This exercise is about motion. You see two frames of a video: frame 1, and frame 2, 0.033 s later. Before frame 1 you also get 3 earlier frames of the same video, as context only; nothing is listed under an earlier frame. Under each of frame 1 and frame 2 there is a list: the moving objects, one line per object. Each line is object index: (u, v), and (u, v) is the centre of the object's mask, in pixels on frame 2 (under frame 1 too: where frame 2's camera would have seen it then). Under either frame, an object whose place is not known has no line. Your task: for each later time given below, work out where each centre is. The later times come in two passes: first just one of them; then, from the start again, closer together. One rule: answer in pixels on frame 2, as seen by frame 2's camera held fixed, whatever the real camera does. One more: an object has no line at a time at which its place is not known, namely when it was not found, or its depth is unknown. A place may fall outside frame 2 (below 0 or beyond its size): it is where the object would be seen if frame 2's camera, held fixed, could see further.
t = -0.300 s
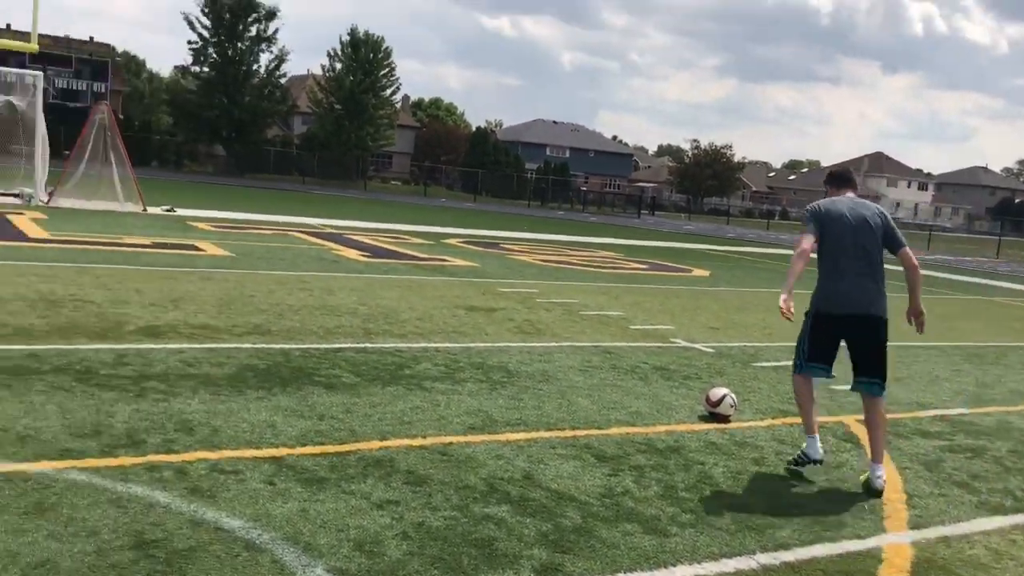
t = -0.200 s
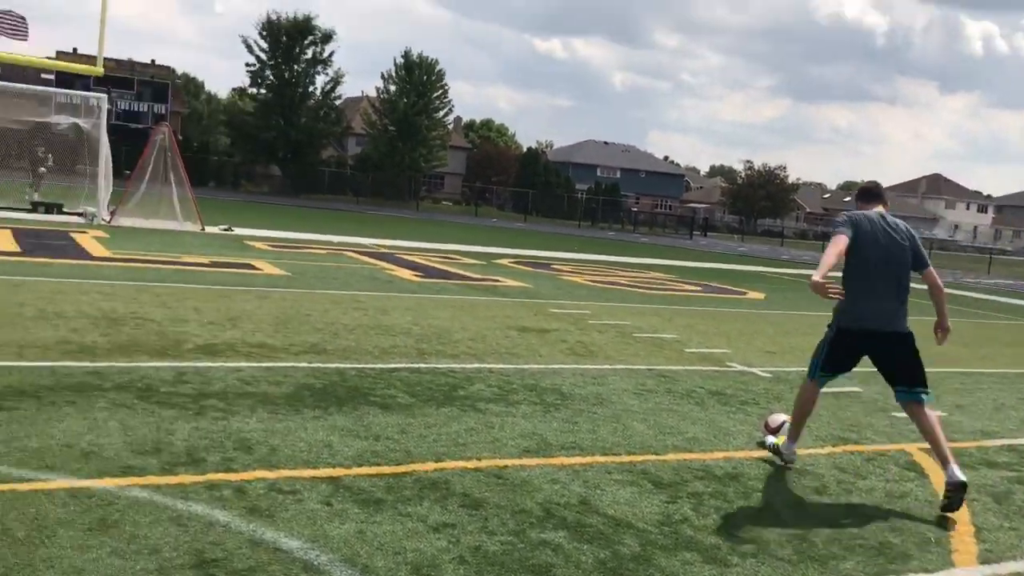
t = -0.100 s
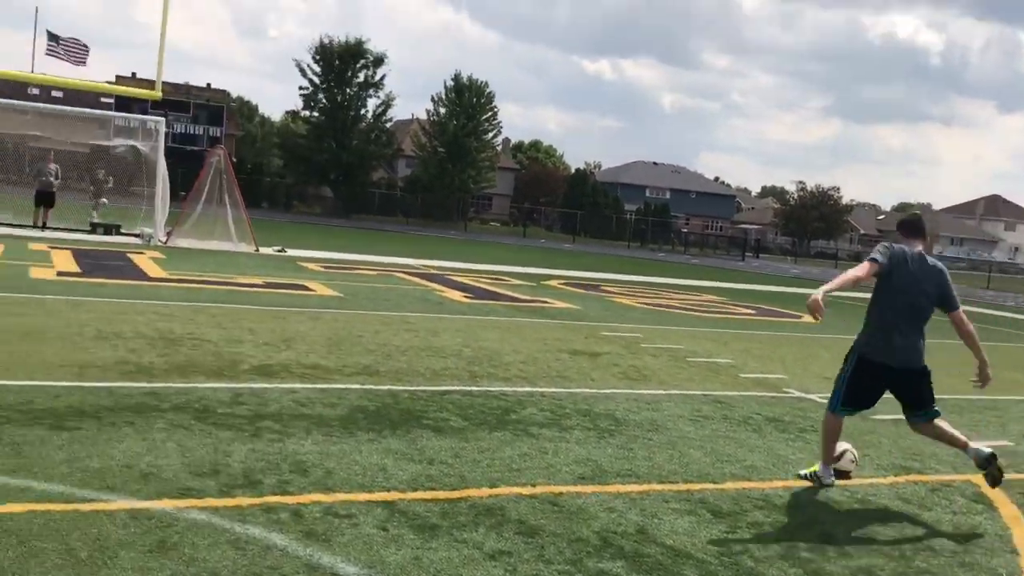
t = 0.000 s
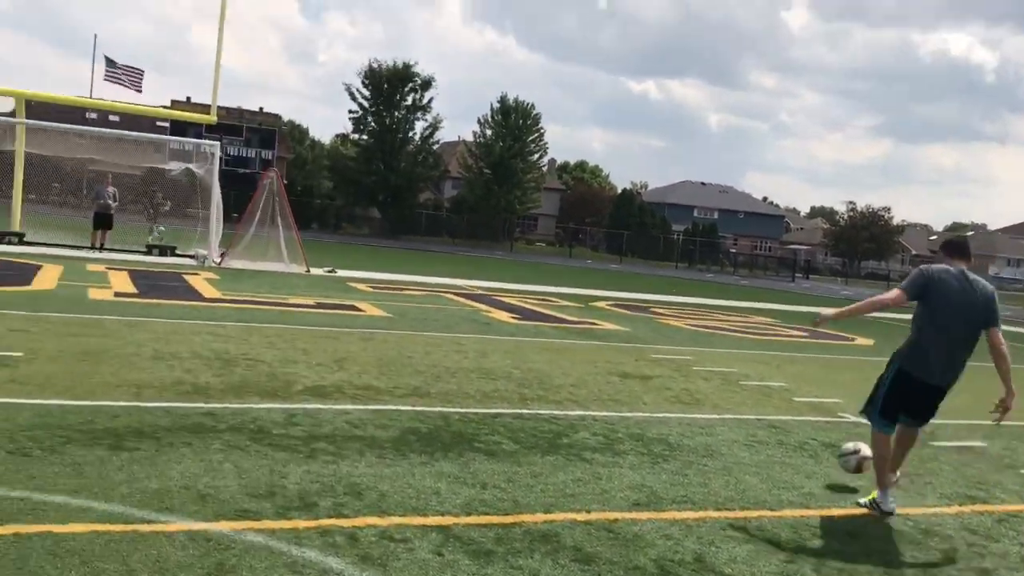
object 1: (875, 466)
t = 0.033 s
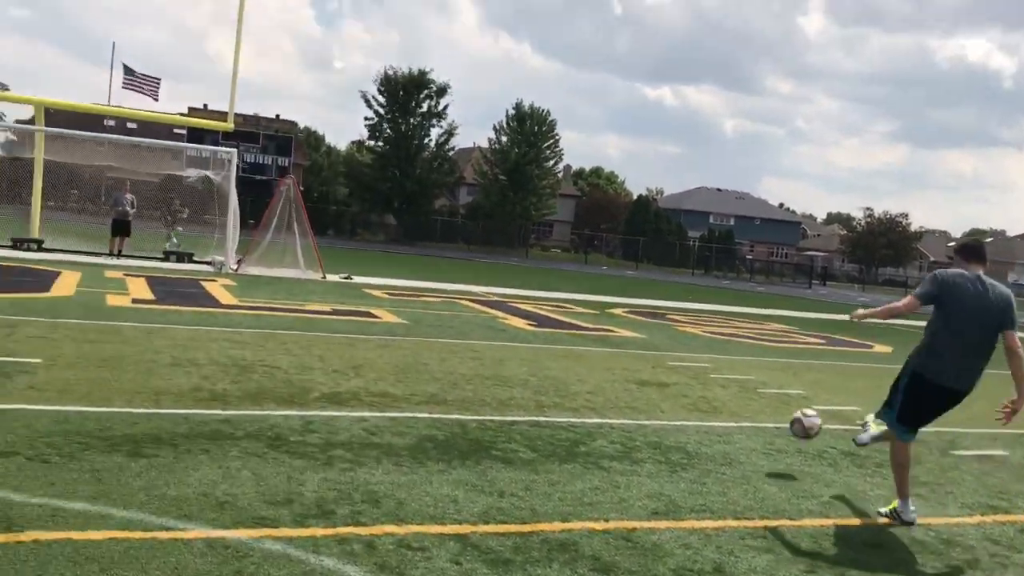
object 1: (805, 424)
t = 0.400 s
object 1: (401, 222)
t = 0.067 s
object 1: (745, 388)
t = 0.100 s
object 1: (692, 358)
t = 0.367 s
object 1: (424, 229)
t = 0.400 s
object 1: (401, 222)
